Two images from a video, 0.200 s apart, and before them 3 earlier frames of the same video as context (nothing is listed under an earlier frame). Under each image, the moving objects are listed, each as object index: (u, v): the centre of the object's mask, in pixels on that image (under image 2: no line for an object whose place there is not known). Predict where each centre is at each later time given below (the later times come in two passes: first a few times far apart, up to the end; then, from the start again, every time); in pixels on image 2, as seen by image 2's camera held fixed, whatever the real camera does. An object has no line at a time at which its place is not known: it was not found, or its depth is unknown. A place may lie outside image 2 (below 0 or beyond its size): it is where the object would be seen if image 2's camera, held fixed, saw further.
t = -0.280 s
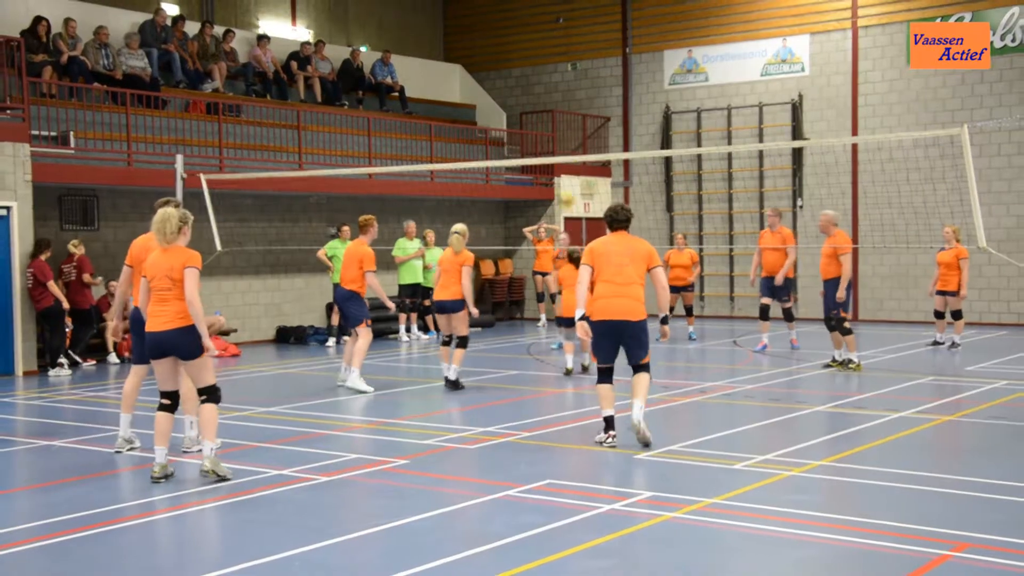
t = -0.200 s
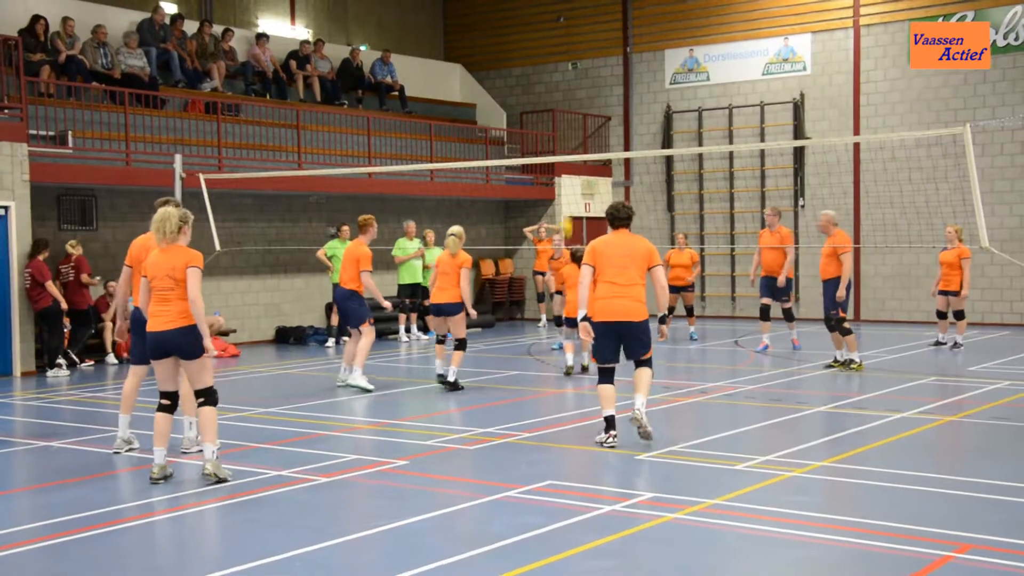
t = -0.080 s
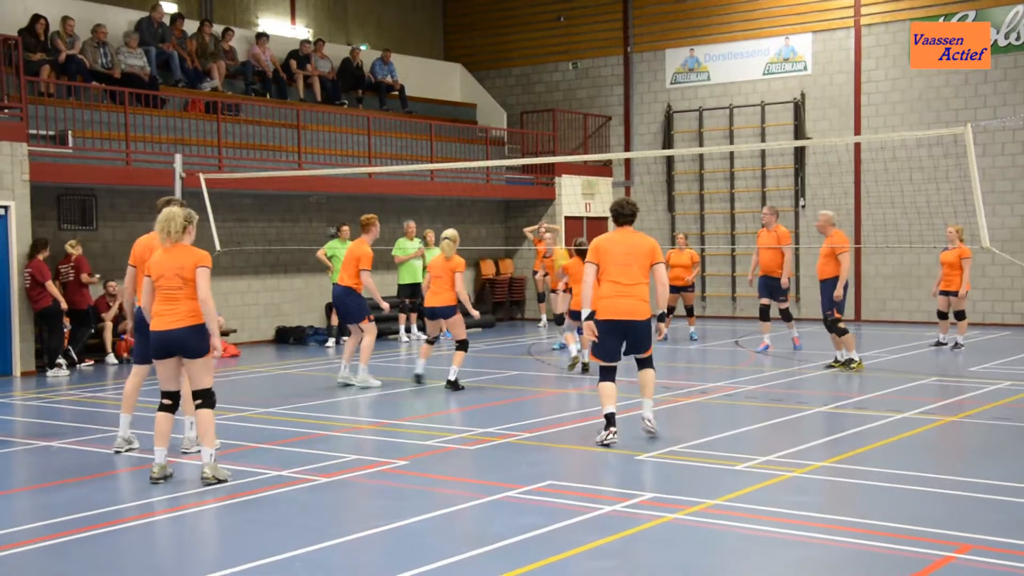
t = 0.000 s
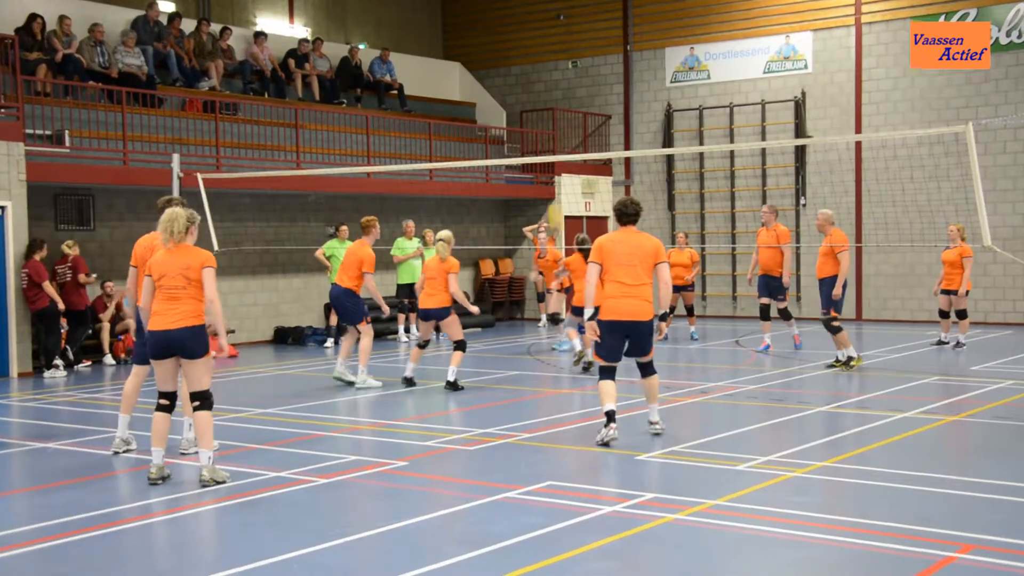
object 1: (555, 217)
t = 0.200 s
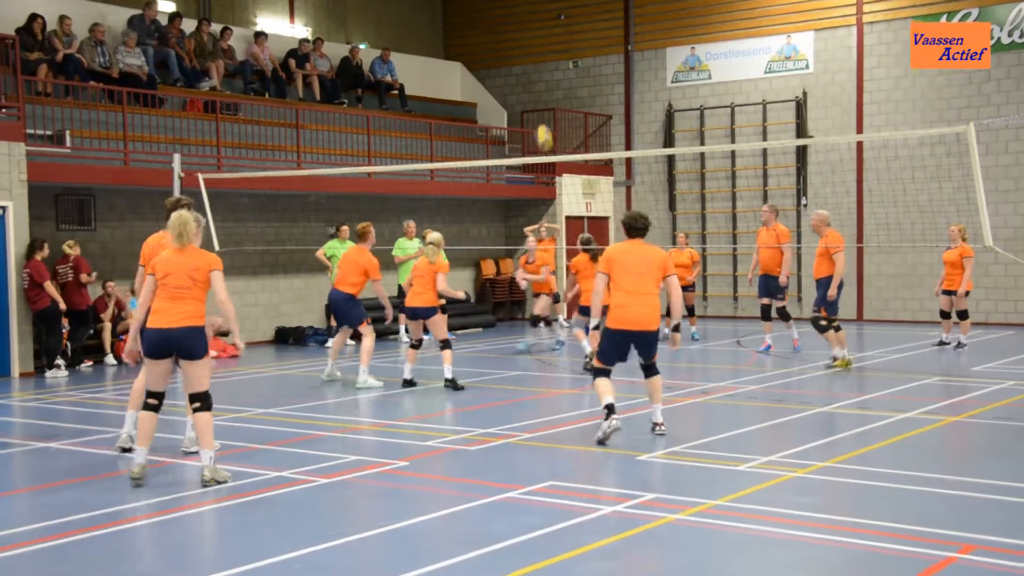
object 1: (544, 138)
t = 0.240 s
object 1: (540, 125)
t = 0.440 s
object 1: (530, 86)
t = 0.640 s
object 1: (522, 78)
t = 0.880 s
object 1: (511, 109)
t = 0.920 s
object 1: (510, 118)
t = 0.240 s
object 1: (540, 125)
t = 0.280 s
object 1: (538, 115)
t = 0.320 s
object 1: (536, 106)
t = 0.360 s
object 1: (534, 98)
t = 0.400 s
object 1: (532, 91)
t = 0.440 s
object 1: (530, 86)
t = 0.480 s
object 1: (528, 82)
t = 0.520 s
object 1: (526, 79)
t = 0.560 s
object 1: (525, 78)
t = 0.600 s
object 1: (523, 78)
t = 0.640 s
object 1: (522, 78)
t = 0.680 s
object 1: (520, 81)
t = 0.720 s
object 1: (518, 84)
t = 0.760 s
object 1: (516, 88)
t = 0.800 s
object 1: (515, 94)
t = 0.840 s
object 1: (513, 101)
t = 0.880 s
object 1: (511, 109)
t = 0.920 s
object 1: (510, 118)
